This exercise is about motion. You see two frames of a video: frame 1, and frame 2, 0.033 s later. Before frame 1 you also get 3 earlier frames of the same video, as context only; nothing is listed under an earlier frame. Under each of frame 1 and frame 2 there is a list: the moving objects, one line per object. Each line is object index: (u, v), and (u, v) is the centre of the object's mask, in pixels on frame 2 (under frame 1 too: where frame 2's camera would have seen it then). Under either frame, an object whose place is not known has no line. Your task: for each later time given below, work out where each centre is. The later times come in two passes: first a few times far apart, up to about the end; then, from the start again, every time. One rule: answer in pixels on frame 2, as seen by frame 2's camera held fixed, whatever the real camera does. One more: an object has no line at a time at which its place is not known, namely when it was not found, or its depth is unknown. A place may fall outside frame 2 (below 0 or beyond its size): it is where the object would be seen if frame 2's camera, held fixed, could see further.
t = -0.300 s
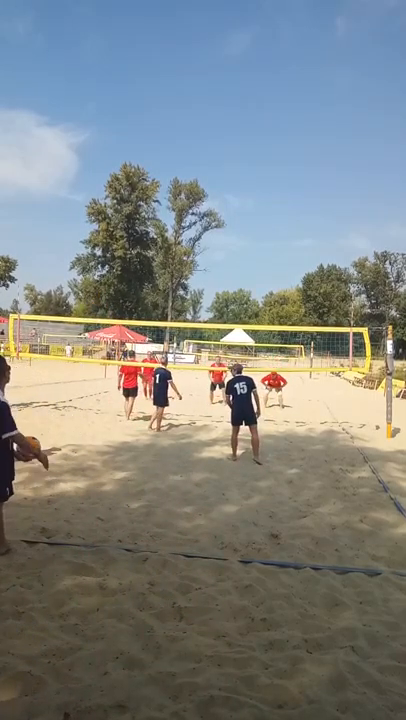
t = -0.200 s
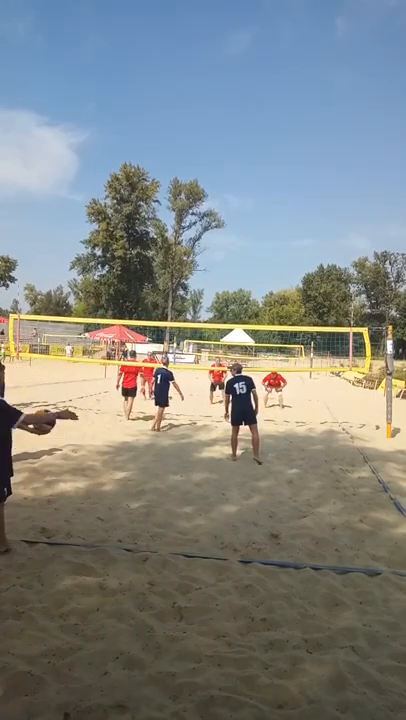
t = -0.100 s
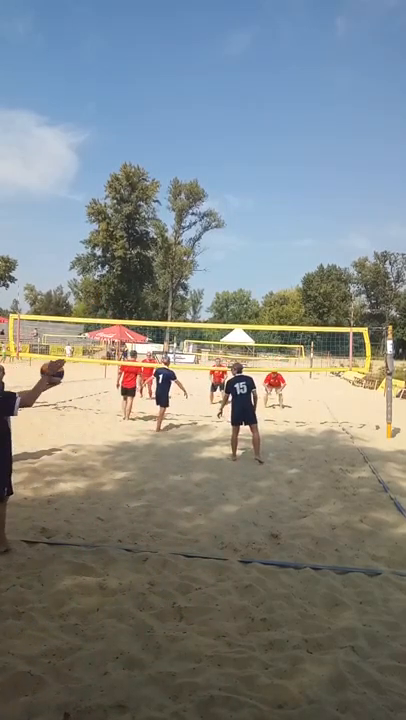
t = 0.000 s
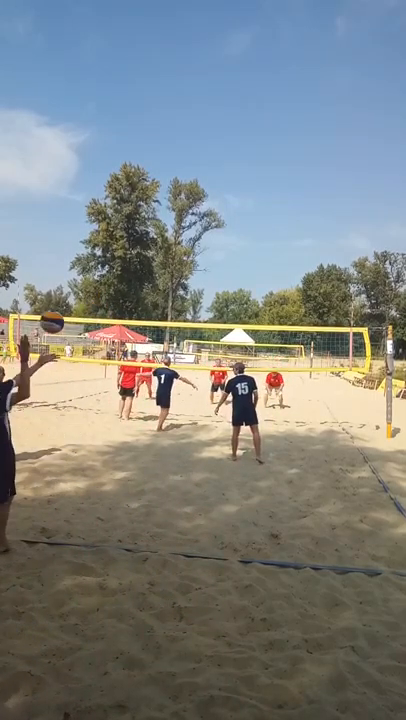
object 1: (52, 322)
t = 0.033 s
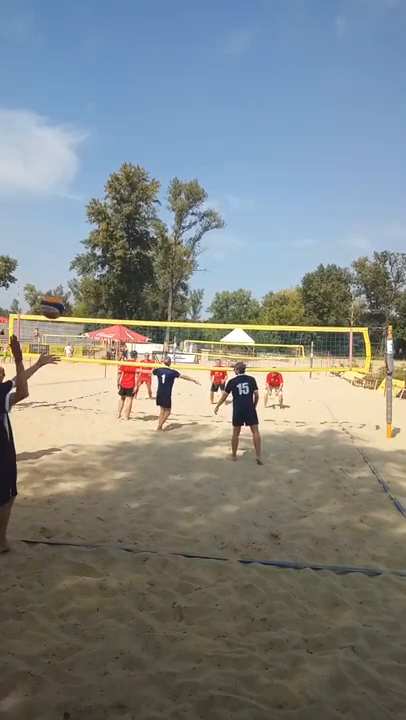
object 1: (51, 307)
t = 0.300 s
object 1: (47, 231)
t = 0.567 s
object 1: (42, 232)
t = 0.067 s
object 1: (51, 293)
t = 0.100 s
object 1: (51, 281)
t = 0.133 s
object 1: (50, 270)
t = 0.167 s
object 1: (50, 260)
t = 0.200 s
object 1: (49, 251)
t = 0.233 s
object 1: (49, 243)
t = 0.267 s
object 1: (48, 236)
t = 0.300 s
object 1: (47, 231)
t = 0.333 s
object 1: (47, 227)
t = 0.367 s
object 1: (46, 224)
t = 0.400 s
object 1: (46, 222)
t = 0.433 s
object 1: (45, 221)
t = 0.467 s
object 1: (44, 222)
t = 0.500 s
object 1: (43, 224)
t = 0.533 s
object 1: (42, 227)
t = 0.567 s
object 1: (42, 232)
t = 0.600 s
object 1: (41, 238)
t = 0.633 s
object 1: (40, 245)
